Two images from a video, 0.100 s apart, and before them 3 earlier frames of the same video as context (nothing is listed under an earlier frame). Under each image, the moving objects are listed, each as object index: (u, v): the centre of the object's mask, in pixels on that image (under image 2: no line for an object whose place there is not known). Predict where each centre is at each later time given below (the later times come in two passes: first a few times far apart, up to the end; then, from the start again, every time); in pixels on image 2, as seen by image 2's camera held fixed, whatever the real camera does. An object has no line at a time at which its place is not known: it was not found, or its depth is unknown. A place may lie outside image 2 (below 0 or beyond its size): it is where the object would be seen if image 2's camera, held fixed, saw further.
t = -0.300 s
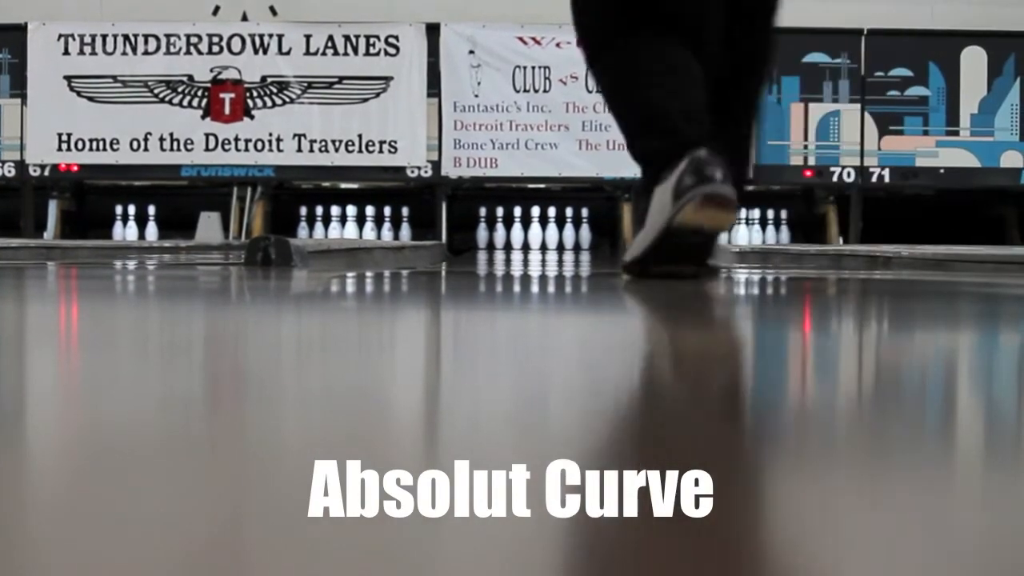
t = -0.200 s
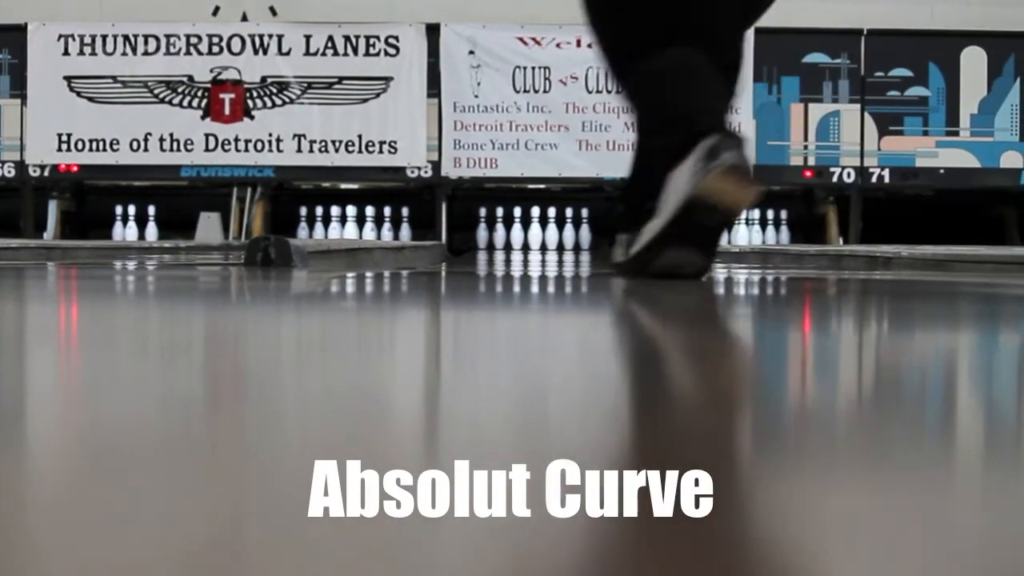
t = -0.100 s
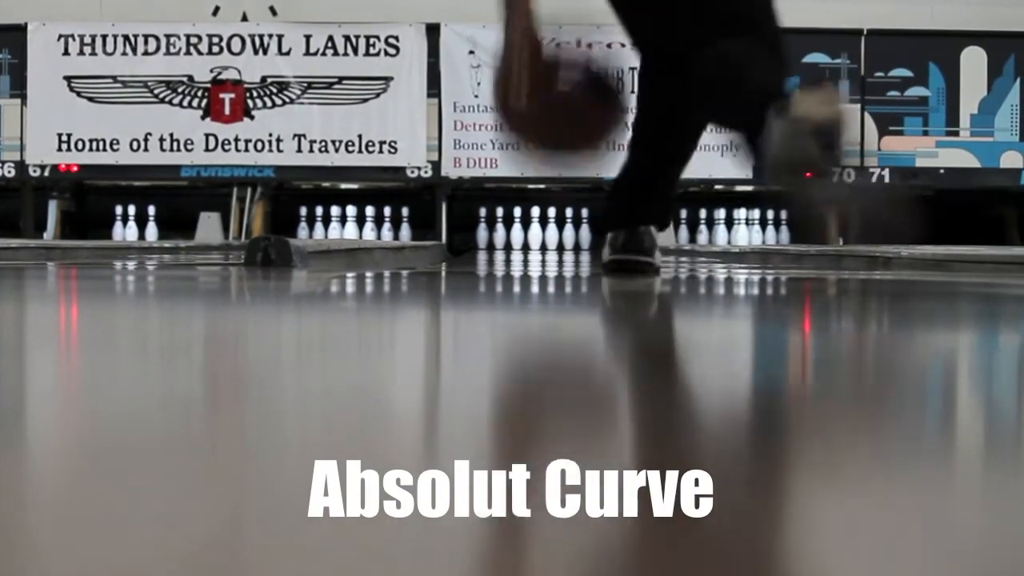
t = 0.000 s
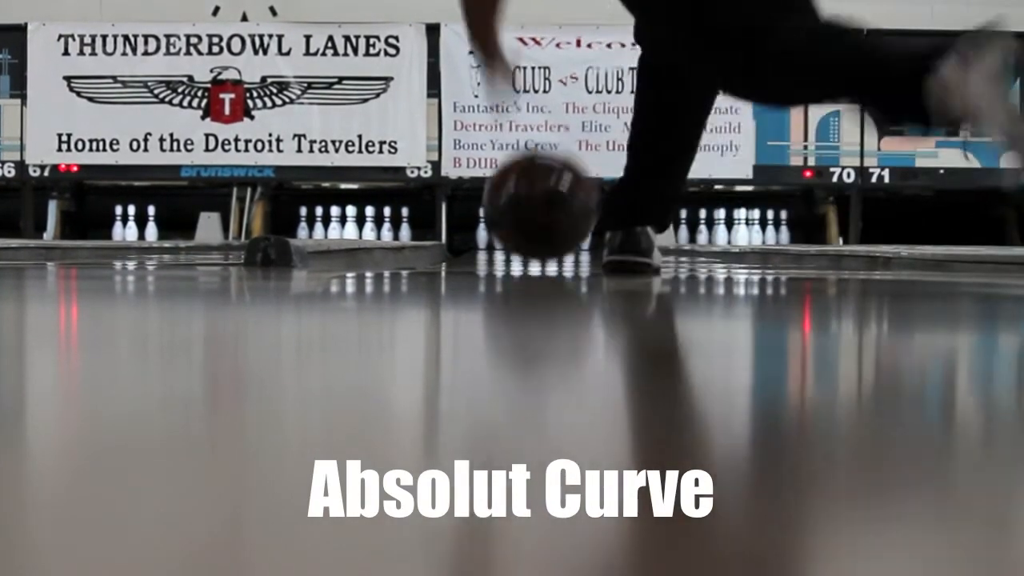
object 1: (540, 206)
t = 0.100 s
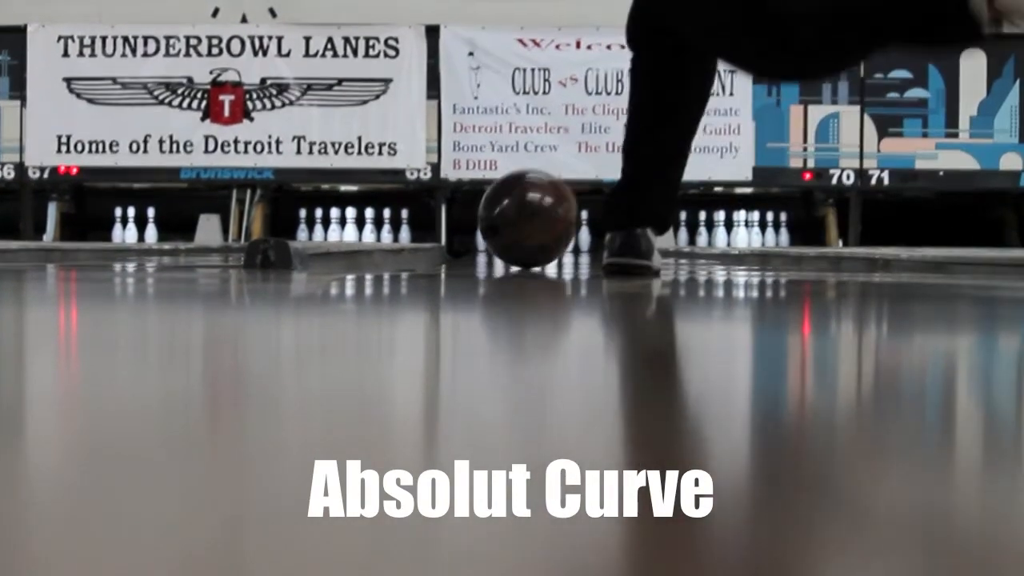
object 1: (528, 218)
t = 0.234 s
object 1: (517, 224)
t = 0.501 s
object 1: (504, 230)
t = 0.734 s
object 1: (499, 233)
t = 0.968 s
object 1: (496, 234)
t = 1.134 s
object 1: (495, 235)
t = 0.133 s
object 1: (524, 220)
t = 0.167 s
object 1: (521, 221)
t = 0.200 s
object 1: (519, 223)
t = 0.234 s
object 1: (517, 224)
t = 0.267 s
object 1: (515, 225)
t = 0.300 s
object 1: (513, 226)
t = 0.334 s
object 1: (511, 226)
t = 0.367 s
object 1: (510, 227)
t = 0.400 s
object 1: (508, 228)
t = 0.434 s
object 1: (506, 229)
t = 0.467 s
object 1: (505, 229)
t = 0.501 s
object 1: (504, 230)
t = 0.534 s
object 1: (503, 231)
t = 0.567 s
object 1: (502, 231)
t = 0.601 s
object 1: (502, 232)
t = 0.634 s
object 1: (501, 232)
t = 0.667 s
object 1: (500, 233)
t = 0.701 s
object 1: (499, 233)
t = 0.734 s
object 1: (499, 233)
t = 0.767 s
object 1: (498, 234)
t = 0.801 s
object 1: (498, 234)
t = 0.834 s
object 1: (497, 233)
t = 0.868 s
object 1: (497, 234)
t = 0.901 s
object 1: (496, 234)
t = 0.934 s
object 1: (496, 234)
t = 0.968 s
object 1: (496, 234)
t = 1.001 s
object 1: (495, 234)
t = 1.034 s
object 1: (495, 235)
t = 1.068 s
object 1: (495, 235)
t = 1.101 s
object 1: (495, 235)
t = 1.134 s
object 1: (495, 235)
